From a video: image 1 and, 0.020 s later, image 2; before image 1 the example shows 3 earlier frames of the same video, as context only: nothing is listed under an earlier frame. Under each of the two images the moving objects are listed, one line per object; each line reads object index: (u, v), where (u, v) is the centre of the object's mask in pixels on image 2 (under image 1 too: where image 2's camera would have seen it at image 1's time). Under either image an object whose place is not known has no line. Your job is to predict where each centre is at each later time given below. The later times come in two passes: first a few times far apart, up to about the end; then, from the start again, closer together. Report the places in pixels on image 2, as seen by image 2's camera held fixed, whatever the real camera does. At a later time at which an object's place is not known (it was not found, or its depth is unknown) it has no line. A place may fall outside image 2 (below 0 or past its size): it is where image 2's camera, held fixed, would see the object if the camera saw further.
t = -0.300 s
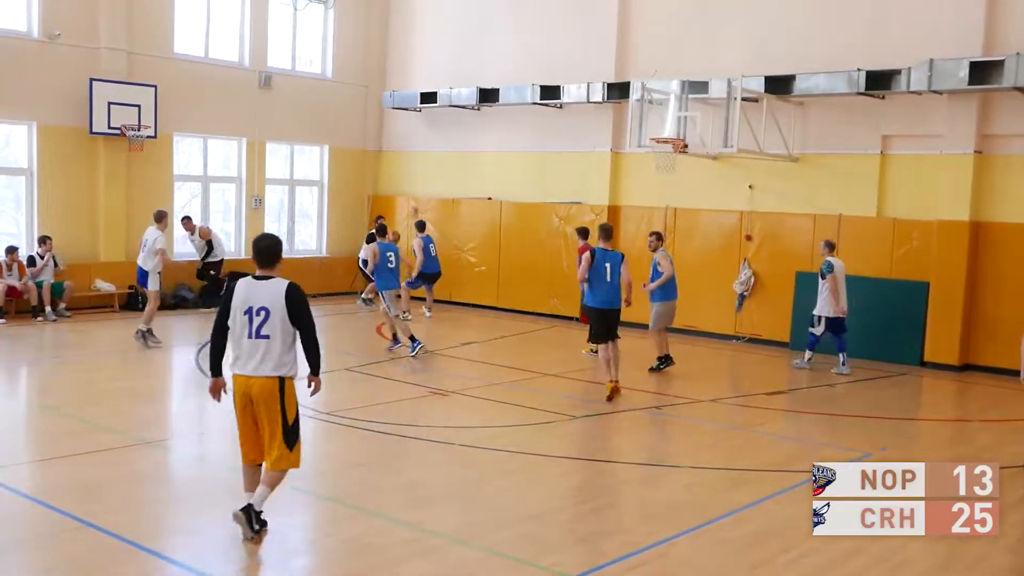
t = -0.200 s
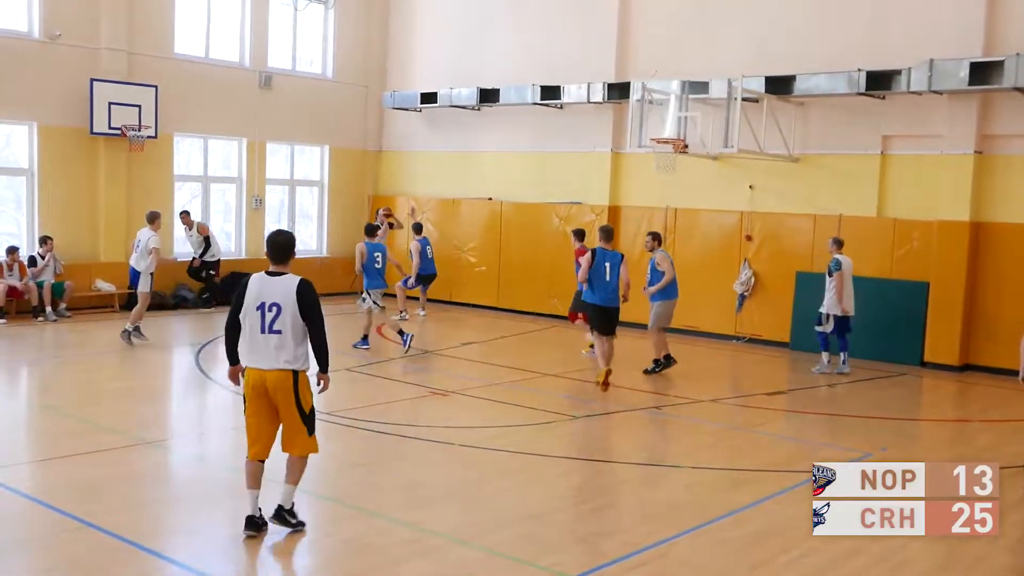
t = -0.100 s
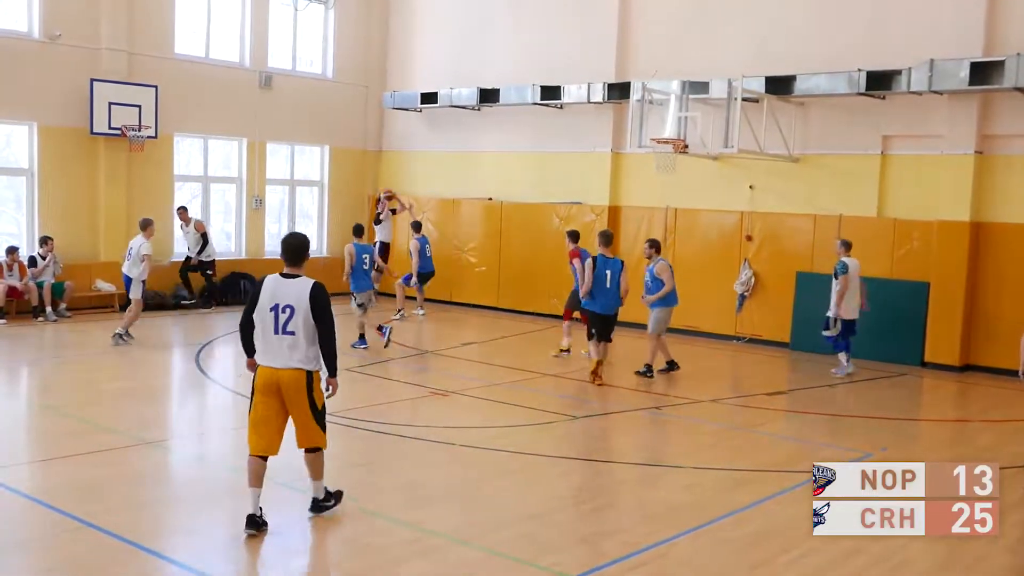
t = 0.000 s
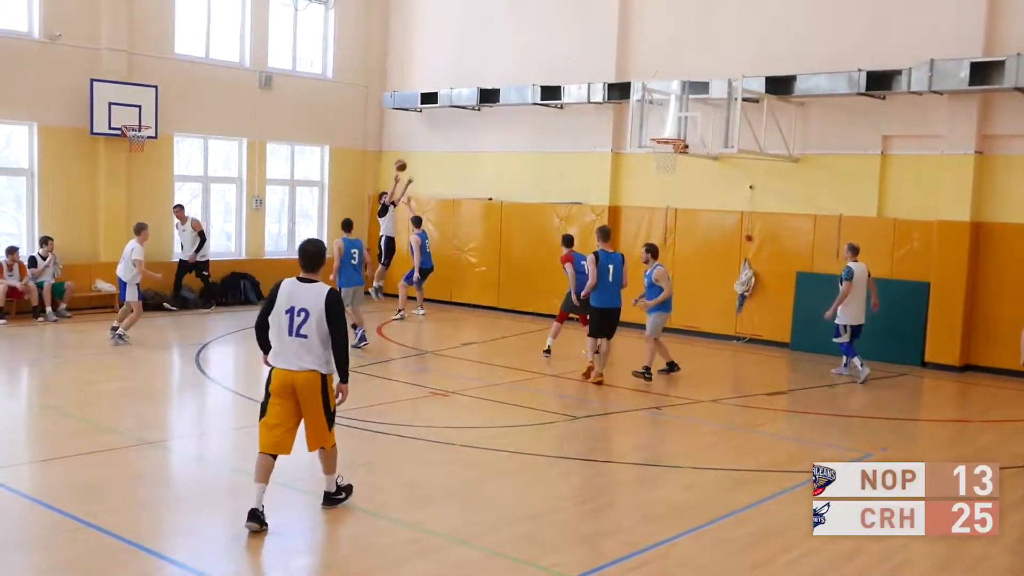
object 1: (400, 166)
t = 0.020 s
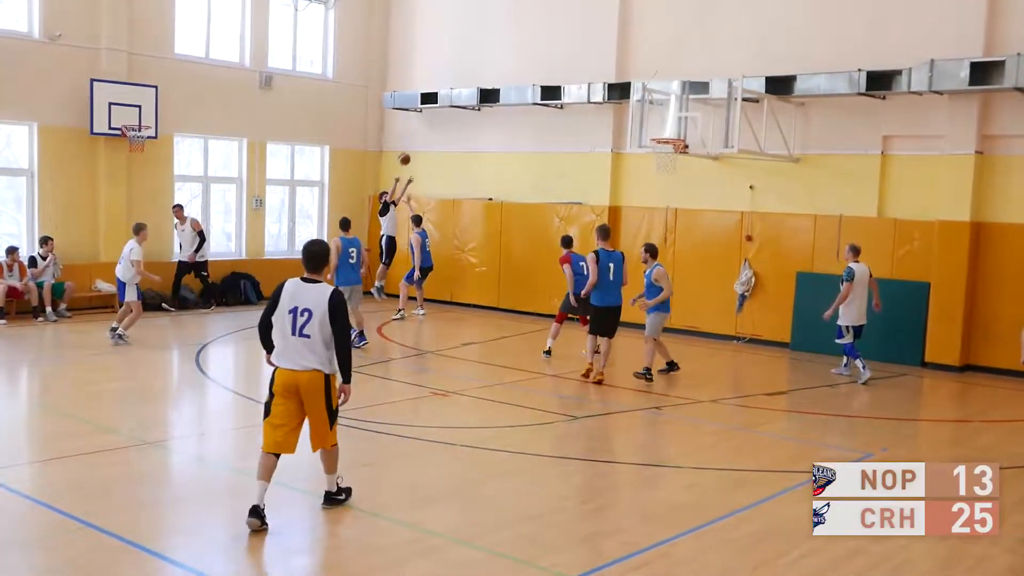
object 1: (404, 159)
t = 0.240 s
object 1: (447, 95)
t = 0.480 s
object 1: (496, 51)
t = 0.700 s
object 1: (543, 39)
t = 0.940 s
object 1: (598, 60)
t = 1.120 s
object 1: (641, 103)
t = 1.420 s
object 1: (682, 155)
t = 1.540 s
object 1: (686, 172)
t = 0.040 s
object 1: (408, 152)
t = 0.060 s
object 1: (412, 146)
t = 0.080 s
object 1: (415, 139)
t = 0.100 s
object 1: (419, 133)
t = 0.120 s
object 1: (423, 127)
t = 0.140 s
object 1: (427, 121)
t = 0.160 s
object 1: (431, 116)
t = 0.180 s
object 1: (435, 110)
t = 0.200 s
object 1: (438, 105)
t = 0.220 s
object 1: (442, 100)
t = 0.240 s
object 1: (447, 95)
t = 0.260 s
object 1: (450, 90)
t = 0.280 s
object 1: (455, 85)
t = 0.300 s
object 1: (458, 81)
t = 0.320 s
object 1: (463, 77)
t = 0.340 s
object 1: (467, 73)
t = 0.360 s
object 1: (471, 69)
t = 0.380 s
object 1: (475, 65)
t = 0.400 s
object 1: (479, 62)
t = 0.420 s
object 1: (484, 59)
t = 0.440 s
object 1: (488, 56)
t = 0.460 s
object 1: (492, 53)
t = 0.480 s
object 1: (496, 51)
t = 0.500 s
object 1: (500, 48)
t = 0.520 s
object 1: (505, 46)
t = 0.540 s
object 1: (509, 45)
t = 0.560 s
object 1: (513, 43)
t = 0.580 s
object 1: (517, 41)
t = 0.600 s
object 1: (522, 40)
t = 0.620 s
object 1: (526, 40)
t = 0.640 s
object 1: (530, 39)
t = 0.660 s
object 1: (534, 38)
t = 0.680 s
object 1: (538, 38)
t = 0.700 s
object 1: (543, 39)
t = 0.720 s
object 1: (547, 39)
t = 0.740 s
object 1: (552, 40)
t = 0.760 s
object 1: (556, 40)
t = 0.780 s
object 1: (561, 41)
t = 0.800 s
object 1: (565, 43)
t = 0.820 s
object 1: (570, 44)
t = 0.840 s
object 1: (574, 46)
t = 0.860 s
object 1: (579, 48)
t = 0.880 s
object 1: (584, 51)
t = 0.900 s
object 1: (588, 53)
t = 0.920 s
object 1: (593, 57)
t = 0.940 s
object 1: (598, 60)
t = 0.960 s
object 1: (603, 63)
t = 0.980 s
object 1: (607, 68)
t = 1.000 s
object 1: (612, 72)
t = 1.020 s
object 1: (617, 76)
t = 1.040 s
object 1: (622, 80)
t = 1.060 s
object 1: (626, 86)
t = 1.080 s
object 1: (630, 91)
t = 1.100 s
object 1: (636, 98)
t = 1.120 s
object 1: (641, 103)
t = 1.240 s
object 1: (674, 147)
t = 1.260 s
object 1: (676, 152)
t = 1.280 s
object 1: (678, 154)
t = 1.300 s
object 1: (679, 152)
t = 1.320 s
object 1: (680, 155)
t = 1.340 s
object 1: (681, 157)
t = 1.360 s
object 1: (681, 156)
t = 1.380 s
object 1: (682, 156)
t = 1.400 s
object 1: (682, 156)
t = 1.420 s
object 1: (682, 155)
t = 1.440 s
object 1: (684, 160)
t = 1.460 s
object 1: (684, 161)
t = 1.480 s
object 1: (684, 163)
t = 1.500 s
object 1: (685, 166)
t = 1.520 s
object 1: (685, 169)
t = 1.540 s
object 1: (686, 172)
